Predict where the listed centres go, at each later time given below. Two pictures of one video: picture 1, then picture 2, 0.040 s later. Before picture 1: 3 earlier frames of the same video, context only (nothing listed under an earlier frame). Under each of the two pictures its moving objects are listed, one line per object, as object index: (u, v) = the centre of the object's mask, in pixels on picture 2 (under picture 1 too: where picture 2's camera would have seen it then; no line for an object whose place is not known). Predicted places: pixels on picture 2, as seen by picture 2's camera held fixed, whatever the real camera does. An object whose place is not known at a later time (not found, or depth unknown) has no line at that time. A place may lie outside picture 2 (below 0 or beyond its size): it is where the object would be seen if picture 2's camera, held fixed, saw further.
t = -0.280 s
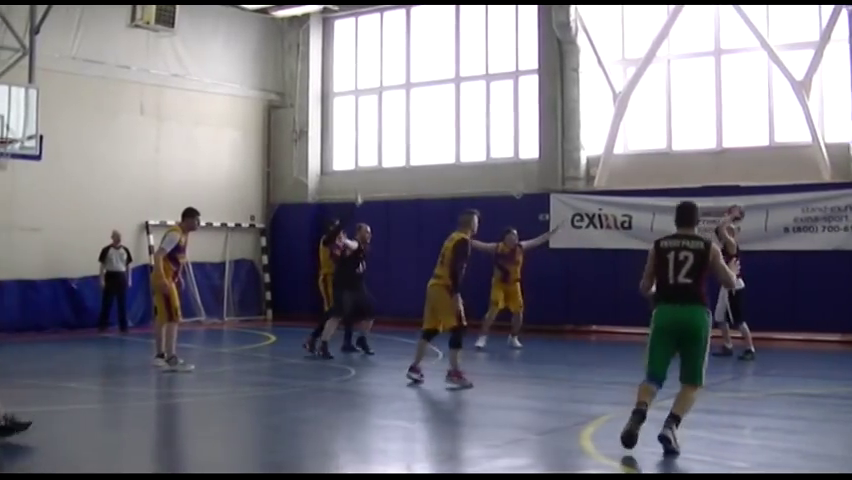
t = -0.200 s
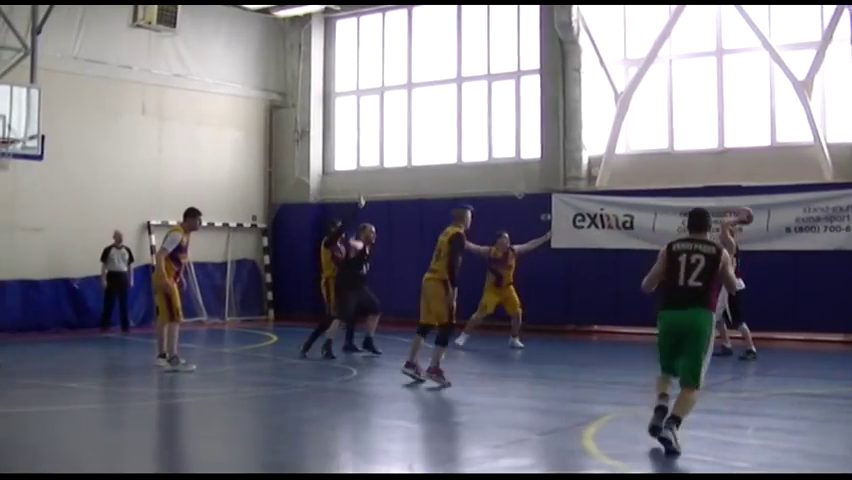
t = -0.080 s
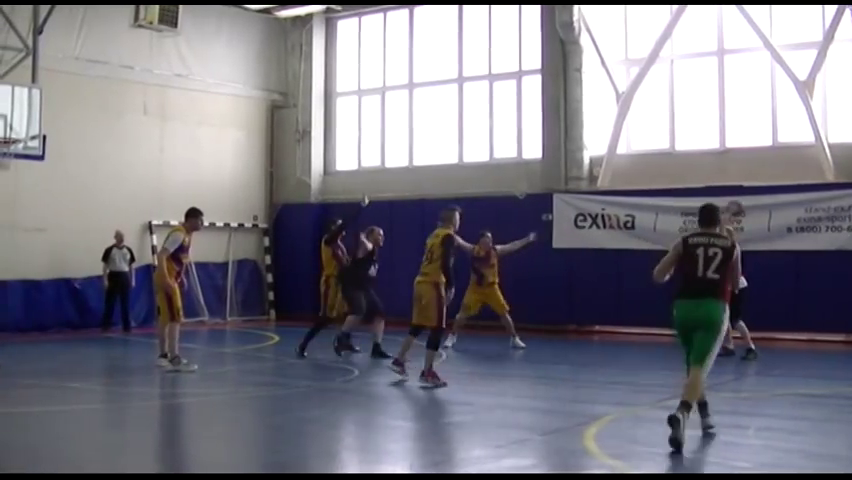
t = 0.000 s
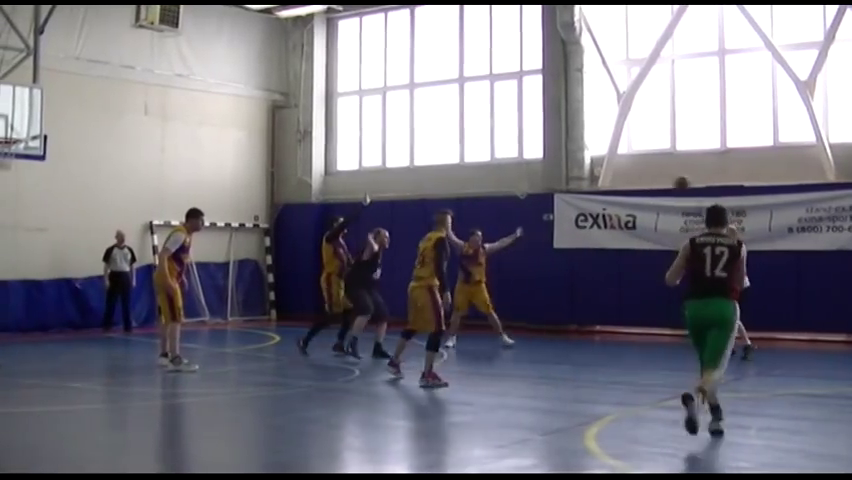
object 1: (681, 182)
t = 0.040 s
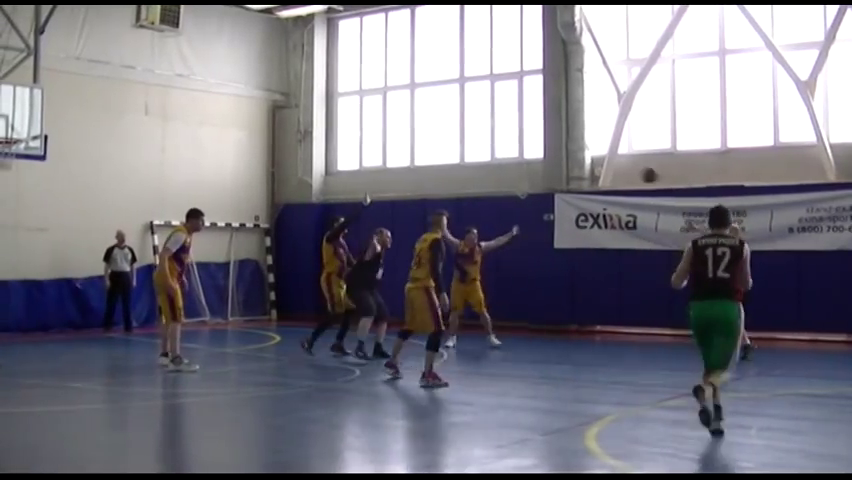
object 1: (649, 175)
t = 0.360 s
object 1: (393, 145)
